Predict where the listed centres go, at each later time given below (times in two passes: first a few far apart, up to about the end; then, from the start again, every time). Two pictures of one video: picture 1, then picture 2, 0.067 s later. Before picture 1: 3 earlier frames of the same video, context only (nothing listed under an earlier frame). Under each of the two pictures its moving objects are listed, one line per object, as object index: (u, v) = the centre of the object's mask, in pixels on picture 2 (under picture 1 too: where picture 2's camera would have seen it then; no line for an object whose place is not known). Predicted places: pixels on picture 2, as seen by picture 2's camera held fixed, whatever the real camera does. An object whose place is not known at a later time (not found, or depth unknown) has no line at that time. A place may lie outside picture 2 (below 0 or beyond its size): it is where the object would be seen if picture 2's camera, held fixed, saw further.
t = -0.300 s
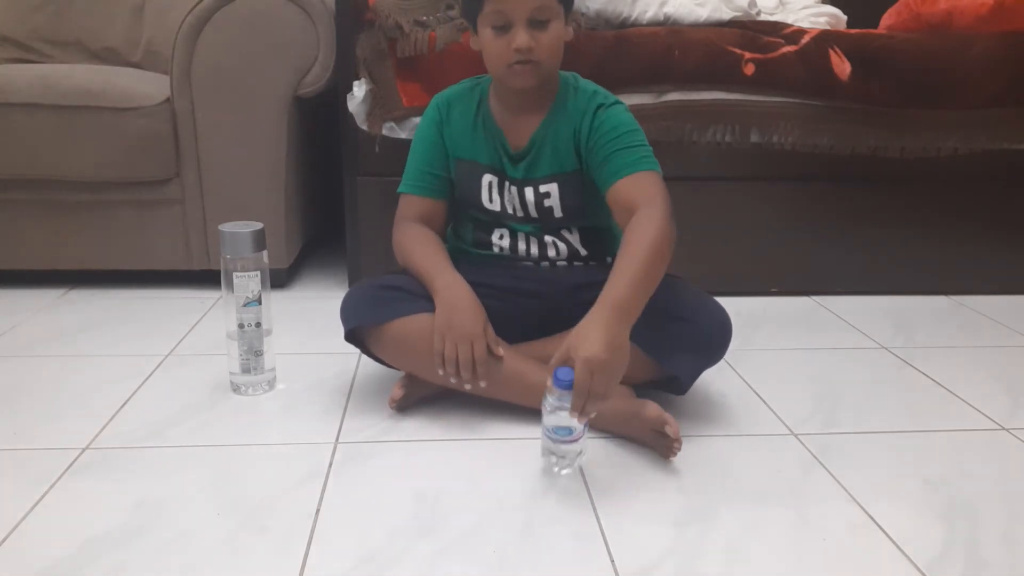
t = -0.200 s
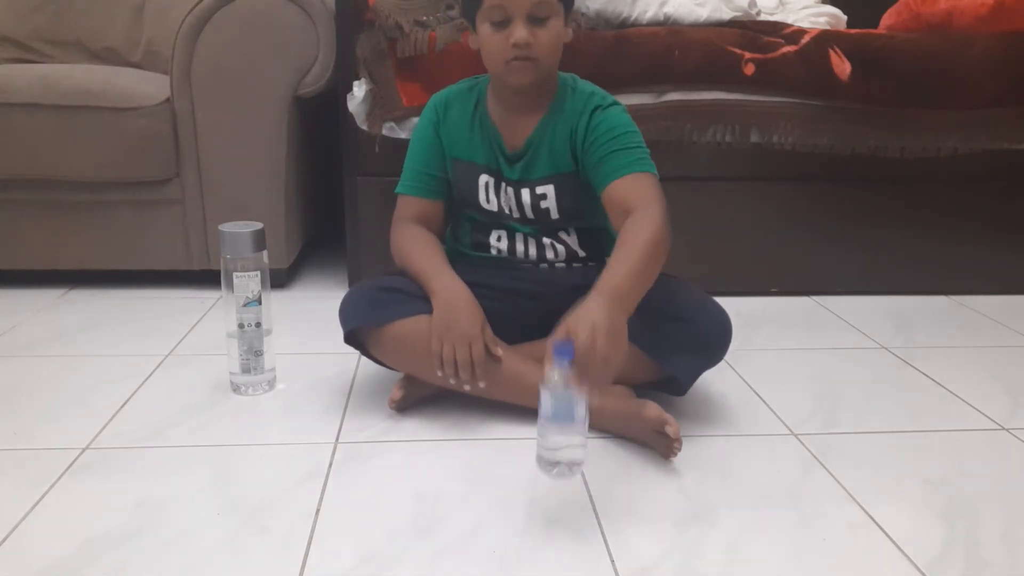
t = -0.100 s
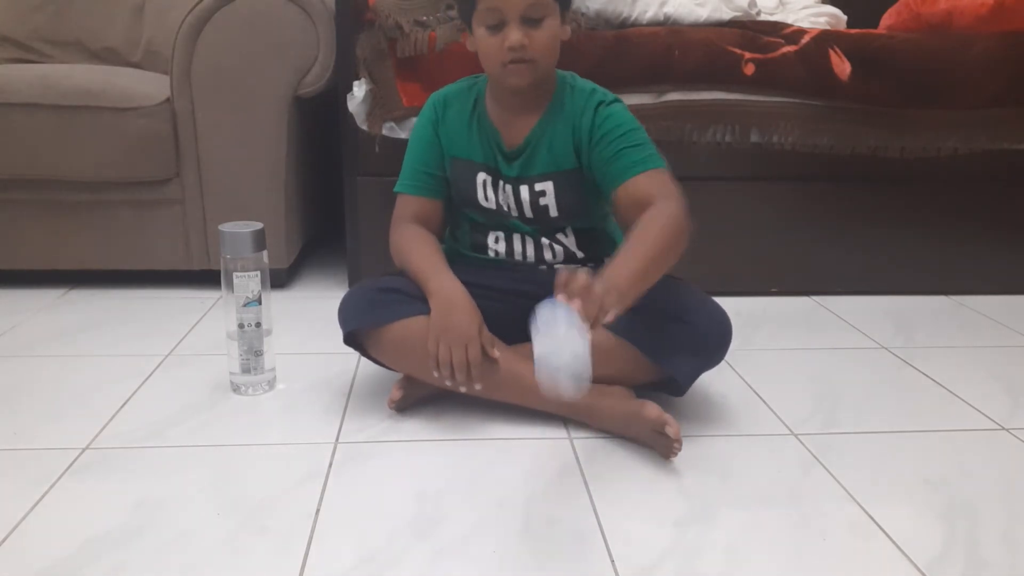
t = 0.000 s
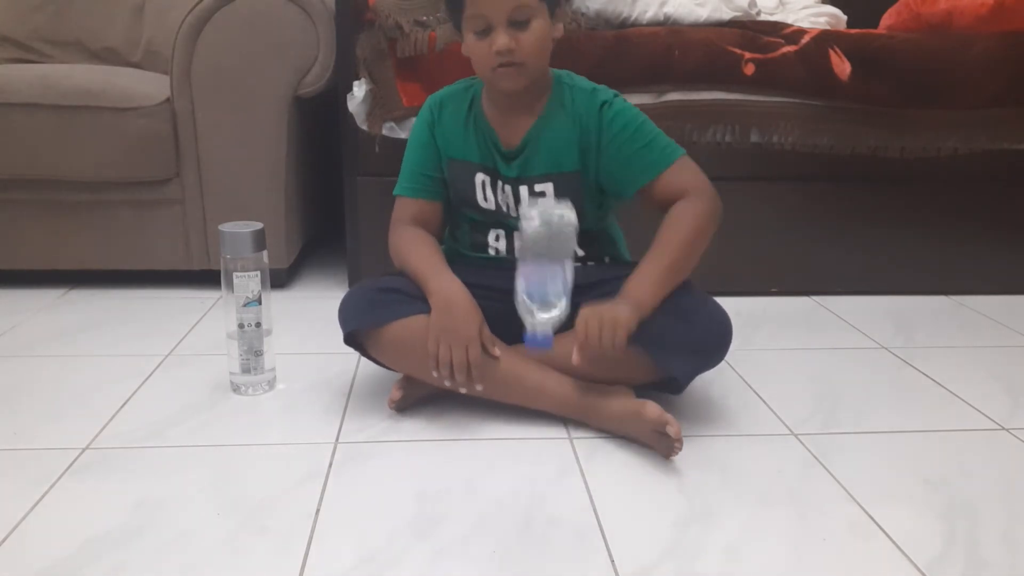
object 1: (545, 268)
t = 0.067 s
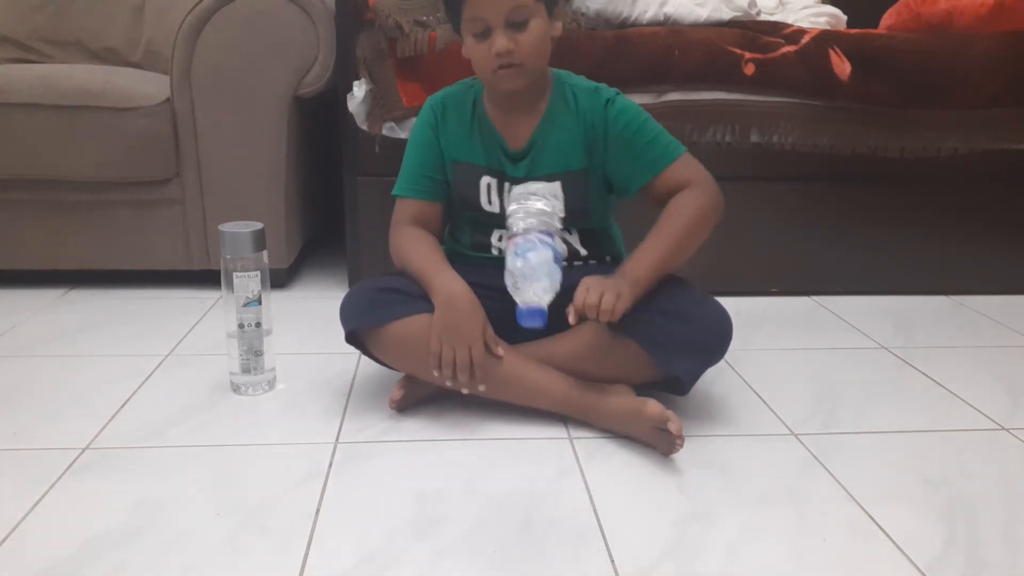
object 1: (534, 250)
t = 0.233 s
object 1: (505, 375)
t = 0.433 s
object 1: (476, 476)
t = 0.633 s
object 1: (455, 474)
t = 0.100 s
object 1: (528, 254)
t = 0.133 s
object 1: (522, 269)
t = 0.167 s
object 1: (516, 295)
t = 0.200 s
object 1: (511, 328)
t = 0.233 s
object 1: (505, 375)
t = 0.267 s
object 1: (497, 429)
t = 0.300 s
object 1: (491, 471)
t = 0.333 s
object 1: (488, 473)
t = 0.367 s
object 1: (484, 476)
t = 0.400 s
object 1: (481, 476)
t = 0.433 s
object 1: (476, 476)
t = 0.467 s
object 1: (472, 474)
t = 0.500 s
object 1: (470, 474)
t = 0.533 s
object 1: (467, 475)
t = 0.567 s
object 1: (463, 474)
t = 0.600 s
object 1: (459, 474)
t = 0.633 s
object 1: (455, 474)
